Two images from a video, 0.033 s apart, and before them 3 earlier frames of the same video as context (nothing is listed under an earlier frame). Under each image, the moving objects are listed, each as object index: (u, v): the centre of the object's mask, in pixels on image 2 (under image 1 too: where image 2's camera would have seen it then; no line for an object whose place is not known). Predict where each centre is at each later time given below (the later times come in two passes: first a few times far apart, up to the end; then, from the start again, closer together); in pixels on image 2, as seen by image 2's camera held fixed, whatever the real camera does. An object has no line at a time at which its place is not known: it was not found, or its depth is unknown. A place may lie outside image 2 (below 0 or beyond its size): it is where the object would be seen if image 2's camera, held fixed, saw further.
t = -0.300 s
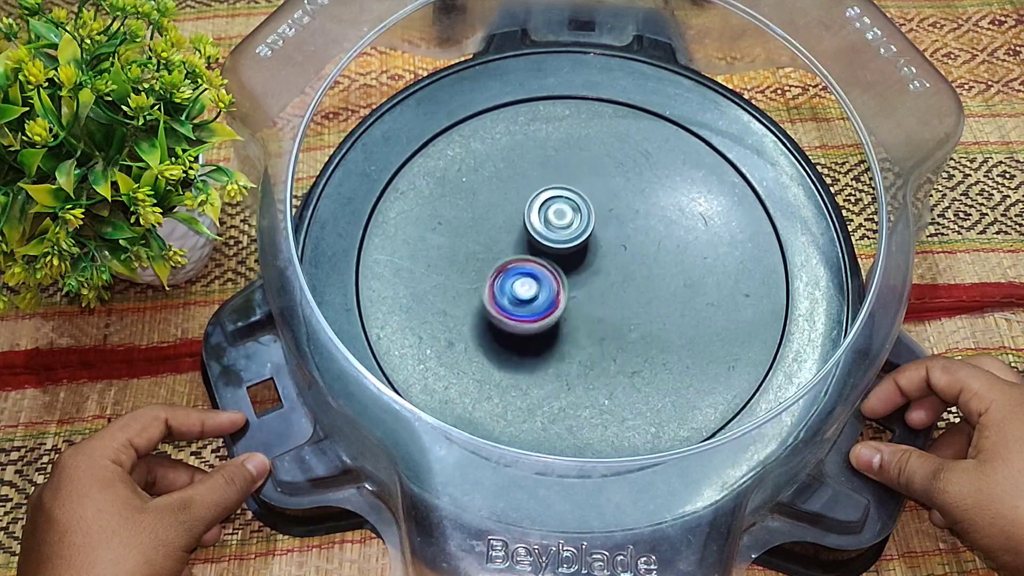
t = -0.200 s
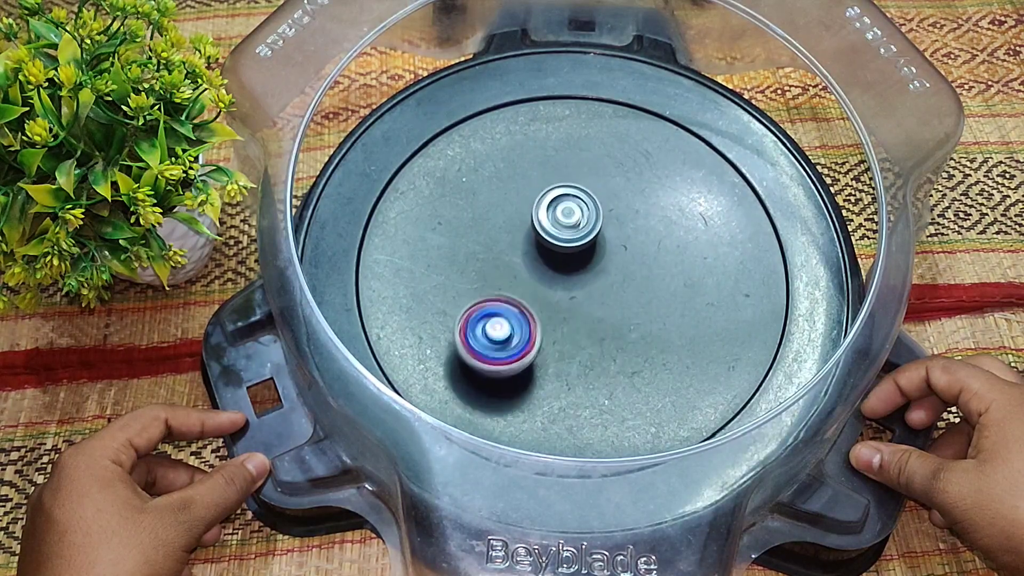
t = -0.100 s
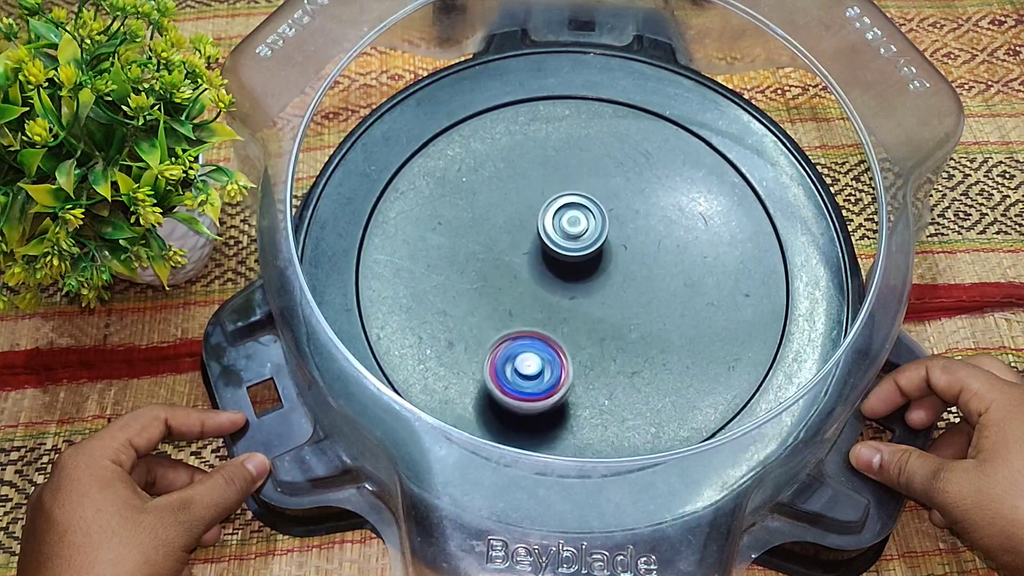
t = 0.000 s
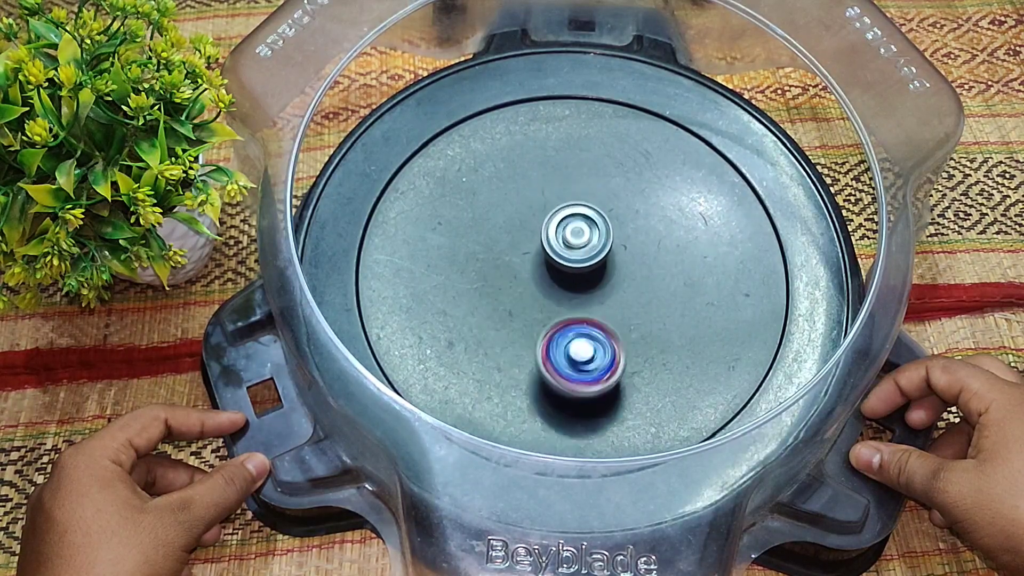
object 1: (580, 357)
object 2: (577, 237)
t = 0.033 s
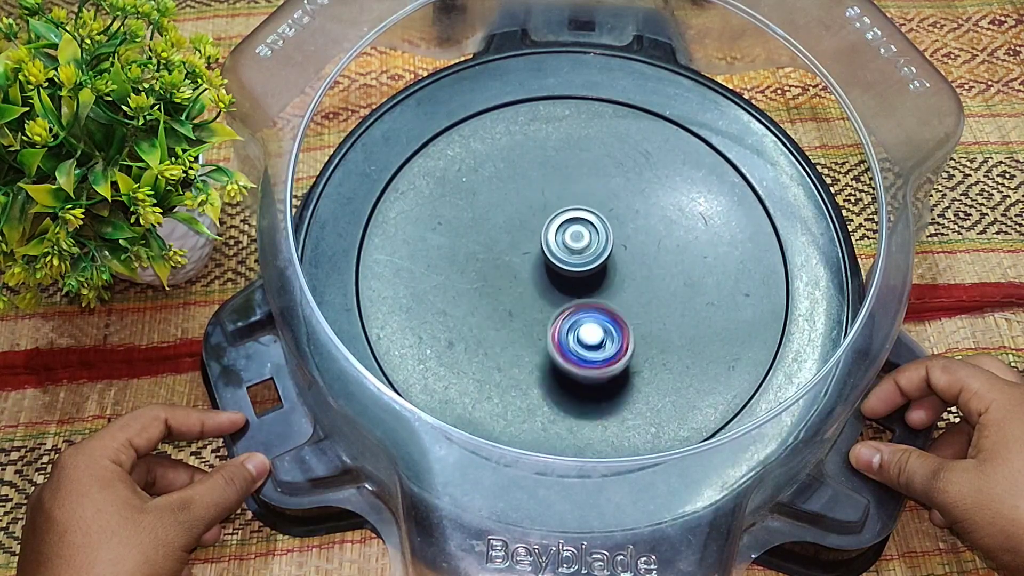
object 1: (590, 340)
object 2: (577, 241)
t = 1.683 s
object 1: (651, 368)
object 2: (542, 231)
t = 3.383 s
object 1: (651, 354)
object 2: (555, 212)
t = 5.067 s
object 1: (524, 291)
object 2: (613, 259)
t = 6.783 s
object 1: (623, 258)
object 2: (553, 294)
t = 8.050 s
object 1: (585, 364)
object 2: (549, 238)
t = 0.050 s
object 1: (593, 331)
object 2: (577, 242)
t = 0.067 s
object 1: (594, 321)
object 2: (577, 243)
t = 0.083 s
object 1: (595, 313)
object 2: (577, 243)
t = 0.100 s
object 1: (595, 316)
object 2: (576, 230)
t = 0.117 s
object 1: (595, 319)
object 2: (574, 217)
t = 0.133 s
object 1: (594, 319)
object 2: (573, 207)
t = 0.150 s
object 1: (592, 317)
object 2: (573, 197)
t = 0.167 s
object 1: (590, 314)
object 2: (571, 189)
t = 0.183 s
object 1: (587, 311)
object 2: (571, 183)
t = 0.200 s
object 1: (584, 309)
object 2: (570, 178)
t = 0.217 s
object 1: (580, 308)
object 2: (569, 175)
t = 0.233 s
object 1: (577, 306)
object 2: (568, 173)
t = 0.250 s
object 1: (573, 305)
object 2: (567, 172)
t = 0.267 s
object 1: (568, 304)
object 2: (566, 171)
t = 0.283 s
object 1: (564, 303)
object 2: (565, 172)
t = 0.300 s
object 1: (560, 303)
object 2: (565, 173)
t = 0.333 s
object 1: (552, 304)
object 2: (563, 178)
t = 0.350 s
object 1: (550, 305)
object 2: (562, 180)
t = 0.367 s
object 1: (547, 307)
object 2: (560, 183)
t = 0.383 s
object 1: (544, 309)
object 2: (559, 186)
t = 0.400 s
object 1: (542, 311)
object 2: (558, 189)
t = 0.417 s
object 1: (541, 313)
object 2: (556, 192)
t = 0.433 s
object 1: (539, 315)
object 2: (555, 196)
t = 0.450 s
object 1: (539, 317)
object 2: (554, 199)
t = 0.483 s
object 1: (539, 320)
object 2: (551, 207)
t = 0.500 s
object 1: (540, 321)
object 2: (551, 211)
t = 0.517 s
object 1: (542, 322)
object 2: (549, 215)
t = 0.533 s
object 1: (544, 322)
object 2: (548, 219)
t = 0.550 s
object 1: (546, 321)
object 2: (548, 223)
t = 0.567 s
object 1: (549, 322)
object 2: (546, 226)
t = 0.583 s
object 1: (551, 321)
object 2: (546, 231)
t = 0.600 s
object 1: (553, 319)
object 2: (546, 234)
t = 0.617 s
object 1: (555, 318)
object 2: (545, 237)
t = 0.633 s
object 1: (557, 317)
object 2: (545, 240)
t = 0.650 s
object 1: (558, 315)
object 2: (547, 242)
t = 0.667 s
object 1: (559, 313)
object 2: (547, 243)
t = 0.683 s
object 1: (560, 315)
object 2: (548, 242)
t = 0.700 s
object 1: (562, 317)
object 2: (550, 240)
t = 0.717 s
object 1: (562, 317)
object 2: (550, 238)
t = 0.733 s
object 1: (564, 317)
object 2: (551, 238)
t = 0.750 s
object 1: (565, 316)
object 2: (554, 238)
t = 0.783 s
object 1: (568, 314)
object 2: (556, 239)
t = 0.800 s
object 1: (570, 313)
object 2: (558, 240)
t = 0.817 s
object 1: (571, 312)
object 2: (559, 240)
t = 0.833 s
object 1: (572, 314)
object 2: (560, 240)
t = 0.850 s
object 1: (573, 319)
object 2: (562, 235)
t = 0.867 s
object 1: (574, 323)
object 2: (563, 231)
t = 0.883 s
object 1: (577, 325)
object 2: (564, 230)
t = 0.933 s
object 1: (583, 329)
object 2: (565, 227)
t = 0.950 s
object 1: (585, 330)
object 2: (566, 227)
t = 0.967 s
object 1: (587, 329)
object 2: (566, 228)
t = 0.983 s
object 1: (588, 328)
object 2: (567, 230)
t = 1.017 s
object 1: (592, 325)
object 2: (567, 233)
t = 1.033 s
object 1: (593, 323)
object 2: (568, 235)
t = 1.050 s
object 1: (594, 322)
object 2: (567, 237)
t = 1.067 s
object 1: (594, 319)
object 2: (566, 240)
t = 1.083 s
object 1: (594, 318)
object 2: (566, 243)
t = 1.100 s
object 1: (594, 316)
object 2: (565, 245)
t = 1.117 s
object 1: (592, 315)
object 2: (564, 247)
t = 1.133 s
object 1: (592, 317)
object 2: (564, 245)
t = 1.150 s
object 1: (593, 320)
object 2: (562, 242)
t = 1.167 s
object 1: (592, 323)
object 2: (561, 240)
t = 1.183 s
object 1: (593, 325)
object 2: (560, 238)
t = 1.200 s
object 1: (594, 326)
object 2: (559, 237)
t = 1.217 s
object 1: (594, 327)
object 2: (560, 237)
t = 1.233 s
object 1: (595, 328)
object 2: (560, 236)
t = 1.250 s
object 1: (596, 328)
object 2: (559, 236)
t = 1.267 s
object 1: (597, 328)
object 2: (560, 237)
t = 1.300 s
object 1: (597, 328)
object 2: (559, 238)
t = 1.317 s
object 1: (598, 327)
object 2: (560, 239)
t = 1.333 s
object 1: (597, 327)
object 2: (560, 240)
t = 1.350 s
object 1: (598, 327)
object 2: (559, 242)
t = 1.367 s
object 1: (597, 326)
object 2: (560, 244)
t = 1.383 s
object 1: (596, 326)
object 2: (559, 245)
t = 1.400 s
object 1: (595, 325)
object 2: (559, 248)
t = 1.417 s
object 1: (594, 324)
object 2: (559, 249)
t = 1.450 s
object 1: (590, 322)
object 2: (557, 253)
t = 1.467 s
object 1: (588, 321)
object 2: (556, 254)
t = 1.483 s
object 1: (590, 329)
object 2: (553, 249)
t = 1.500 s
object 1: (593, 337)
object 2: (551, 243)
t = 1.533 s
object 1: (601, 351)
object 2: (547, 235)
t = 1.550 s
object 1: (604, 356)
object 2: (546, 232)
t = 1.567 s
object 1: (609, 360)
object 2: (544, 230)
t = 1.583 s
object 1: (614, 363)
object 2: (543, 230)
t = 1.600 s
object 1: (620, 368)
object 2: (543, 229)
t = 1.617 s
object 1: (626, 369)
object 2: (542, 229)
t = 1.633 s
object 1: (633, 371)
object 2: (542, 229)
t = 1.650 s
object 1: (640, 372)
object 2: (542, 229)
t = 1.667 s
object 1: (646, 370)
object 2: (541, 230)
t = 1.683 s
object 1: (651, 368)
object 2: (542, 231)
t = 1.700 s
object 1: (655, 365)
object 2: (541, 232)
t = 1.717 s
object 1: (658, 361)
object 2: (541, 234)
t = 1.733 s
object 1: (659, 356)
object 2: (541, 236)
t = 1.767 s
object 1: (659, 346)
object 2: (541, 240)
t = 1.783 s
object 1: (658, 339)
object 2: (541, 242)
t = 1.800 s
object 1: (654, 334)
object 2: (540, 244)
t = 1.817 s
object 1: (650, 328)
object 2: (541, 247)
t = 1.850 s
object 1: (638, 317)
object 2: (540, 251)
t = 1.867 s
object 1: (630, 312)
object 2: (541, 253)
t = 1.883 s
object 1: (622, 309)
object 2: (540, 255)
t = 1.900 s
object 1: (613, 306)
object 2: (540, 258)
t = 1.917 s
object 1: (604, 304)
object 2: (539, 260)
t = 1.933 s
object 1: (605, 310)
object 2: (529, 254)
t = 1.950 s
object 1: (604, 315)
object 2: (522, 249)
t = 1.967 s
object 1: (602, 319)
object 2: (514, 244)
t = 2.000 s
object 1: (596, 327)
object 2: (505, 239)
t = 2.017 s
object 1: (594, 330)
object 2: (501, 237)
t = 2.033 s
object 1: (594, 333)
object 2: (499, 237)
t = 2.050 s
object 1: (592, 336)
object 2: (497, 236)
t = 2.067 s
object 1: (592, 338)
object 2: (496, 237)
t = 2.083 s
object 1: (592, 339)
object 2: (496, 238)
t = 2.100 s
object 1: (592, 341)
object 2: (496, 238)
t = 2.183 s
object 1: (591, 345)
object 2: (502, 248)
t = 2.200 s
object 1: (591, 346)
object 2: (503, 251)
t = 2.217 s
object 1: (590, 345)
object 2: (505, 253)
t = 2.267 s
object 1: (587, 344)
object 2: (509, 260)
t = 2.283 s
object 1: (586, 344)
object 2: (510, 262)
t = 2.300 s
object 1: (583, 342)
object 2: (512, 265)
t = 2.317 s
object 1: (582, 341)
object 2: (512, 266)
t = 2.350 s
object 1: (578, 337)
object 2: (515, 271)
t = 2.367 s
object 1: (576, 335)
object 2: (516, 274)
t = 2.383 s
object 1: (573, 333)
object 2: (517, 276)
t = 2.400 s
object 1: (572, 334)
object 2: (517, 275)
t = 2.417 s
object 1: (576, 338)
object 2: (513, 270)
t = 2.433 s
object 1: (578, 342)
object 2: (510, 265)
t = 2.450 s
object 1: (581, 343)
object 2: (508, 261)
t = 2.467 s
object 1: (584, 345)
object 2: (507, 259)
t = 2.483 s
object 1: (586, 345)
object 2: (507, 257)
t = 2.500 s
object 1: (590, 346)
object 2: (507, 256)
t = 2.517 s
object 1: (592, 345)
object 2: (509, 254)
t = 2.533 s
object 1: (594, 345)
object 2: (509, 254)
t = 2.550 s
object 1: (595, 344)
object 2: (510, 254)
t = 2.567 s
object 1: (596, 343)
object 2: (511, 253)
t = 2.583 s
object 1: (598, 341)
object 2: (512, 253)
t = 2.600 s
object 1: (598, 339)
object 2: (514, 253)
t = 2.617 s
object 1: (598, 337)
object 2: (515, 253)
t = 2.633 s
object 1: (598, 335)
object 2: (517, 254)
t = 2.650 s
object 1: (597, 332)
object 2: (518, 254)
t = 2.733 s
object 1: (587, 313)
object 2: (527, 256)
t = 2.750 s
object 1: (585, 310)
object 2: (528, 257)
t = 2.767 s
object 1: (586, 312)
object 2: (527, 252)
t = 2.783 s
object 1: (588, 314)
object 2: (524, 247)
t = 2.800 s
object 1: (589, 316)
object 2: (524, 244)
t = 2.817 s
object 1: (590, 316)
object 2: (523, 240)
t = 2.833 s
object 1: (591, 316)
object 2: (523, 238)
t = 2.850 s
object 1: (593, 316)
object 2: (523, 235)
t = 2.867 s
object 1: (593, 317)
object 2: (524, 234)
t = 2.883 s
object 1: (594, 316)
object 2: (525, 233)
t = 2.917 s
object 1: (594, 316)
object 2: (527, 232)
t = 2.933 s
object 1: (595, 316)
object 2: (528, 231)
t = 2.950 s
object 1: (594, 316)
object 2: (529, 232)
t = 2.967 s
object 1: (593, 315)
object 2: (530, 232)
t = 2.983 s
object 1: (593, 314)
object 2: (531, 233)
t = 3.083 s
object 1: (585, 307)
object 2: (539, 236)
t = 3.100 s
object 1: (582, 306)
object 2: (540, 237)
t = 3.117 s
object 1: (581, 304)
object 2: (542, 238)
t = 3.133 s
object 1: (578, 303)
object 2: (543, 237)
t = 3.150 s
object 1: (577, 310)
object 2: (543, 234)
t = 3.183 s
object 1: (583, 325)
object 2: (543, 222)
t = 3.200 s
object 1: (586, 332)
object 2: (545, 218)
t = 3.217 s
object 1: (591, 338)
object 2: (545, 214)
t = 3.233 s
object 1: (597, 345)
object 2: (546, 213)
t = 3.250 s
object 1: (602, 349)
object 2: (548, 210)
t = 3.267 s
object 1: (609, 354)
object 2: (549, 210)
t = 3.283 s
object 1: (616, 356)
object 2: (550, 209)
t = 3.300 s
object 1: (623, 359)
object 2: (551, 209)
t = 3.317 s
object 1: (630, 359)
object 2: (552, 209)
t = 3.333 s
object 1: (637, 359)
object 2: (553, 209)
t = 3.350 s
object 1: (643, 358)
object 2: (554, 211)
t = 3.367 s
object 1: (648, 356)
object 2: (555, 211)
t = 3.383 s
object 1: (651, 354)
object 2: (555, 212)
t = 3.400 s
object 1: (654, 350)
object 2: (557, 213)
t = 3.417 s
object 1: (657, 347)
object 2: (557, 214)
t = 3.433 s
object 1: (658, 343)
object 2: (558, 216)
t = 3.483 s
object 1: (656, 328)
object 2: (562, 220)
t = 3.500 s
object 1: (654, 322)
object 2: (562, 222)
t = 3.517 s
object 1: (650, 317)
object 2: (564, 223)
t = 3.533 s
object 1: (646, 312)
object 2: (564, 225)
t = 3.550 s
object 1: (640, 307)
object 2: (566, 227)
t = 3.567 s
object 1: (634, 301)
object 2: (567, 228)
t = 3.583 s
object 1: (625, 297)
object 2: (568, 231)
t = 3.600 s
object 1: (617, 293)
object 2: (569, 232)
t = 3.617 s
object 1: (611, 295)
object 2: (567, 230)
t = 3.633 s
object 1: (607, 300)
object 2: (565, 224)
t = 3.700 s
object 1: (592, 318)
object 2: (560, 214)
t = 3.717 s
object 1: (590, 323)
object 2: (560, 213)
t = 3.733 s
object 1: (588, 327)
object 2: (560, 214)
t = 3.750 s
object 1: (586, 332)
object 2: (561, 214)
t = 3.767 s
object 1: (585, 337)
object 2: (560, 216)
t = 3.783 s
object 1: (584, 340)
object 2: (561, 218)
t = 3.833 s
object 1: (584, 350)
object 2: (561, 224)
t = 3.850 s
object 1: (584, 353)
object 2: (561, 227)
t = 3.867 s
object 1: (585, 355)
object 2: (561, 229)
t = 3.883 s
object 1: (585, 356)
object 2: (561, 232)
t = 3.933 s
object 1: (586, 358)
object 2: (563, 240)
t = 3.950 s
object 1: (587, 358)
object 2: (562, 242)
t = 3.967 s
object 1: (587, 357)
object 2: (563, 245)
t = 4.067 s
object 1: (585, 347)
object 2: (565, 259)
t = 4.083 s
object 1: (584, 344)
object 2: (566, 260)
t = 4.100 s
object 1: (583, 342)
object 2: (565, 262)
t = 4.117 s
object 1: (581, 339)
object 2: (566, 264)
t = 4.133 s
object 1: (579, 336)
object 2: (566, 264)
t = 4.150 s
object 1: (577, 336)
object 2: (566, 264)
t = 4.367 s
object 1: (554, 337)
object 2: (579, 266)
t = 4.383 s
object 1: (552, 338)
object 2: (581, 266)
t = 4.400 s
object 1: (550, 339)
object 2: (581, 268)
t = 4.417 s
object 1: (549, 339)
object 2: (583, 269)
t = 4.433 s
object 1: (547, 339)
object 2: (583, 270)
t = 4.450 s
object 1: (545, 339)
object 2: (584, 272)
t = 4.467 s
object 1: (544, 338)
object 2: (584, 274)
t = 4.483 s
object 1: (542, 338)
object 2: (585, 276)
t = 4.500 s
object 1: (541, 338)
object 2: (585, 277)
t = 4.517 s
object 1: (538, 339)
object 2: (586, 279)
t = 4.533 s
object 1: (530, 343)
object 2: (592, 272)
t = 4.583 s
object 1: (515, 355)
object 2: (609, 261)
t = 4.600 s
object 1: (511, 360)
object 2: (612, 258)
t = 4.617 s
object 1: (508, 364)
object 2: (615, 256)
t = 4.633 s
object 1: (506, 369)
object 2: (618, 254)
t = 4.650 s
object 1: (505, 372)
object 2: (619, 253)
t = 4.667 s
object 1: (504, 376)
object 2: (622, 252)
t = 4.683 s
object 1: (504, 379)
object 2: (622, 252)
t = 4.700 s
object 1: (506, 380)
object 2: (624, 251)
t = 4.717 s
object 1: (506, 381)
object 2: (624, 252)
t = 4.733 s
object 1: (508, 382)
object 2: (625, 252)
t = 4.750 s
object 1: (511, 383)
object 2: (623, 252)
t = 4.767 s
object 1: (513, 382)
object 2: (623, 252)
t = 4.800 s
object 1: (519, 380)
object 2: (621, 253)
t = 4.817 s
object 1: (523, 378)
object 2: (620, 252)
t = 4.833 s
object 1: (526, 375)
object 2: (619, 253)
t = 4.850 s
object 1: (529, 371)
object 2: (617, 252)
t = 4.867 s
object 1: (532, 366)
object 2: (617, 253)
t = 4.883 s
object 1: (535, 361)
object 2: (615, 252)
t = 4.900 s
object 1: (538, 355)
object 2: (614, 253)
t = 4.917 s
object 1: (539, 349)
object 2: (613, 253)
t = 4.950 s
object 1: (542, 336)
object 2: (611, 255)
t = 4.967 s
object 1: (542, 329)
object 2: (610, 256)
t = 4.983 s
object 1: (542, 322)
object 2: (609, 257)
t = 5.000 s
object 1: (541, 315)
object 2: (607, 259)
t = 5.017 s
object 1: (540, 308)
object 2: (606, 259)
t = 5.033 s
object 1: (538, 302)
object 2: (605, 260)
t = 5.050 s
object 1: (534, 295)
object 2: (606, 261)
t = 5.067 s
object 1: (524, 291)
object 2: (613, 259)
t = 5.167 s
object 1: (479, 275)
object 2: (634, 259)
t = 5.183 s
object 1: (471, 273)
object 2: (636, 259)
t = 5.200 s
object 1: (464, 272)
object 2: (635, 260)
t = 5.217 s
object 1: (457, 272)
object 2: (636, 261)
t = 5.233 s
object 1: (450, 272)
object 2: (635, 261)
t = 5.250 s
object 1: (445, 273)
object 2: (636, 262)
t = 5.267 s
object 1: (439, 275)
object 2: (634, 263)
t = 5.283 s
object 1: (434, 276)
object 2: (634, 263)
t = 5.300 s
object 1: (431, 279)
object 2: (632, 264)
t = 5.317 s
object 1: (428, 282)
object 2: (632, 265)
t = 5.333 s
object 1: (427, 285)
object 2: (631, 265)
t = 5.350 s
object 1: (427, 288)
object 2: (631, 266)
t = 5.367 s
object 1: (427, 290)
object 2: (629, 266)
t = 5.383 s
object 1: (429, 293)
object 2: (629, 268)
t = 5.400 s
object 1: (432, 296)
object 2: (626, 268)
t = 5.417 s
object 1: (437, 300)
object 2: (626, 269)
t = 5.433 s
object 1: (443, 302)
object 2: (624, 270)
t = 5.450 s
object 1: (449, 304)
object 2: (623, 271)
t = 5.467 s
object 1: (456, 305)
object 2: (620, 272)
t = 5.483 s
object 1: (464, 305)
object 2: (619, 273)
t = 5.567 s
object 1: (500, 297)
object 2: (610, 277)
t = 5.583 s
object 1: (508, 294)
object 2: (609, 278)
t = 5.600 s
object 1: (514, 291)
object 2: (606, 278)
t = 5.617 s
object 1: (521, 287)
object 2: (606, 279)
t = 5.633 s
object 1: (524, 283)
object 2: (606, 279)
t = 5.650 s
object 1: (526, 278)
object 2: (611, 280)
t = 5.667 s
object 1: (528, 272)
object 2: (613, 281)
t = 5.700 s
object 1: (531, 262)
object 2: (617, 283)
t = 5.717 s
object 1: (532, 256)
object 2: (618, 284)
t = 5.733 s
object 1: (532, 250)
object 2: (618, 285)
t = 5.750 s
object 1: (532, 245)
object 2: (618, 287)
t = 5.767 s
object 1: (532, 240)
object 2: (616, 288)
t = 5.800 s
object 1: (530, 230)
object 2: (612, 291)
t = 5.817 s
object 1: (529, 226)
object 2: (611, 293)
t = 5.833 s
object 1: (528, 222)
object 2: (608, 294)
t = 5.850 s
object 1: (526, 219)
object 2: (606, 295)
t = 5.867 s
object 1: (525, 216)
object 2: (602, 296)
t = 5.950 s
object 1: (519, 211)
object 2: (590, 298)
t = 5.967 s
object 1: (518, 211)
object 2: (587, 298)
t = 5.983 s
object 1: (517, 212)
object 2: (586, 298)
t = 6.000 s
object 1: (516, 214)
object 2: (583, 298)
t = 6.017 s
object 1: (516, 216)
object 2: (583, 298)
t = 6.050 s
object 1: (518, 220)
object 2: (579, 297)
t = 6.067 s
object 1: (519, 223)
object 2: (577, 298)
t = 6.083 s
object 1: (521, 226)
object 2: (577, 298)
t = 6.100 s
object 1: (524, 229)
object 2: (575, 298)
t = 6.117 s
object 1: (527, 232)
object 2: (574, 298)
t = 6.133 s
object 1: (530, 236)
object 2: (573, 299)
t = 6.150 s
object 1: (533, 236)
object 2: (573, 301)
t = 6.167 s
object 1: (534, 234)
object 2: (574, 306)
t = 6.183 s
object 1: (536, 234)
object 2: (574, 308)
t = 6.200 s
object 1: (538, 233)
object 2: (574, 312)
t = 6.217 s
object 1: (540, 233)
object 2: (573, 314)
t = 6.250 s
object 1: (543, 233)
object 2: (573, 318)
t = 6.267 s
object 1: (545, 234)
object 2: (572, 320)
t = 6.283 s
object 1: (548, 233)
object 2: (571, 320)
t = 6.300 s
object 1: (550, 234)
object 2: (570, 321)
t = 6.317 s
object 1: (552, 235)
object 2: (569, 320)
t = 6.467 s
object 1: (581, 243)
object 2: (557, 313)
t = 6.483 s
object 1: (585, 244)
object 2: (555, 312)
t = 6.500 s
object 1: (589, 245)
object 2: (555, 310)
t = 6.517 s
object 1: (592, 245)
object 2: (554, 309)
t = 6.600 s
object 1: (607, 249)
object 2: (552, 303)
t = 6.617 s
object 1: (610, 249)
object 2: (553, 303)
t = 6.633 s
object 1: (612, 250)
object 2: (552, 301)
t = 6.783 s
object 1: (623, 258)
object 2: (553, 294)
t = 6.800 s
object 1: (623, 259)
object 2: (552, 294)
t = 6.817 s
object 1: (624, 260)
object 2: (552, 293)
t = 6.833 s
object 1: (628, 260)
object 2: (547, 294)
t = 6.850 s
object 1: (631, 260)
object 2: (544, 293)
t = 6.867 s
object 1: (633, 259)
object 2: (541, 294)
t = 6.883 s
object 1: (634, 260)
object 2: (539, 292)
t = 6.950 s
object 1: (639, 261)
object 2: (532, 288)
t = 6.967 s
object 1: (640, 261)
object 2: (531, 287)
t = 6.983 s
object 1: (639, 261)
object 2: (530, 286)
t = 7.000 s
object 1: (638, 261)
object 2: (530, 284)
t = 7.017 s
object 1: (638, 262)
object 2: (529, 283)
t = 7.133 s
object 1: (624, 271)
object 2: (533, 275)
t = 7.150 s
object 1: (620, 274)
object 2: (534, 275)
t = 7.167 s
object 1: (619, 277)
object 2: (535, 275)
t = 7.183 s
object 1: (620, 282)
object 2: (532, 273)
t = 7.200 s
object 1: (624, 286)
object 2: (523, 271)
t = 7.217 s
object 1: (627, 289)
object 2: (518, 269)
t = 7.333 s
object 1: (653, 308)
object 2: (503, 260)
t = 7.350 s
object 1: (655, 309)
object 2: (502, 259)
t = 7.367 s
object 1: (657, 309)
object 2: (504, 258)
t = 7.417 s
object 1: (660, 311)
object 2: (506, 258)
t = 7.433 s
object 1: (661, 311)
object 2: (508, 257)
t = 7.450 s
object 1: (662, 311)
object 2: (509, 258)
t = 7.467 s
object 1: (661, 310)
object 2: (510, 257)
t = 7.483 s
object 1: (660, 310)
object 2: (512, 258)
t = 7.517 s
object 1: (656, 308)
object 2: (515, 259)
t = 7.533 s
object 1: (653, 308)
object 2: (516, 259)
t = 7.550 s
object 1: (651, 308)
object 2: (519, 259)
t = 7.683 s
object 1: (612, 310)
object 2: (534, 264)
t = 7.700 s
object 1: (608, 311)
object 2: (537, 265)
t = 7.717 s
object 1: (602, 312)
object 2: (538, 266)
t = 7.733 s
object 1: (602, 319)
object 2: (535, 259)
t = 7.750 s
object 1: (602, 324)
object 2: (532, 255)
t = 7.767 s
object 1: (600, 328)
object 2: (529, 249)
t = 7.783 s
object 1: (600, 331)
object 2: (529, 246)
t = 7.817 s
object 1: (598, 339)
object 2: (529, 240)
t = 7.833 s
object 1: (598, 343)
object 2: (529, 239)
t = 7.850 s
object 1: (598, 345)
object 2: (530, 236)
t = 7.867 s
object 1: (597, 348)
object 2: (531, 235)
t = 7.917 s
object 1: (594, 355)
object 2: (535, 233)
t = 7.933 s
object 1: (593, 357)
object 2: (537, 233)
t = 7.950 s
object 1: (591, 359)
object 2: (539, 234)
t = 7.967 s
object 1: (590, 361)
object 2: (540, 234)
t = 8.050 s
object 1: (585, 364)
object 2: (549, 238)
